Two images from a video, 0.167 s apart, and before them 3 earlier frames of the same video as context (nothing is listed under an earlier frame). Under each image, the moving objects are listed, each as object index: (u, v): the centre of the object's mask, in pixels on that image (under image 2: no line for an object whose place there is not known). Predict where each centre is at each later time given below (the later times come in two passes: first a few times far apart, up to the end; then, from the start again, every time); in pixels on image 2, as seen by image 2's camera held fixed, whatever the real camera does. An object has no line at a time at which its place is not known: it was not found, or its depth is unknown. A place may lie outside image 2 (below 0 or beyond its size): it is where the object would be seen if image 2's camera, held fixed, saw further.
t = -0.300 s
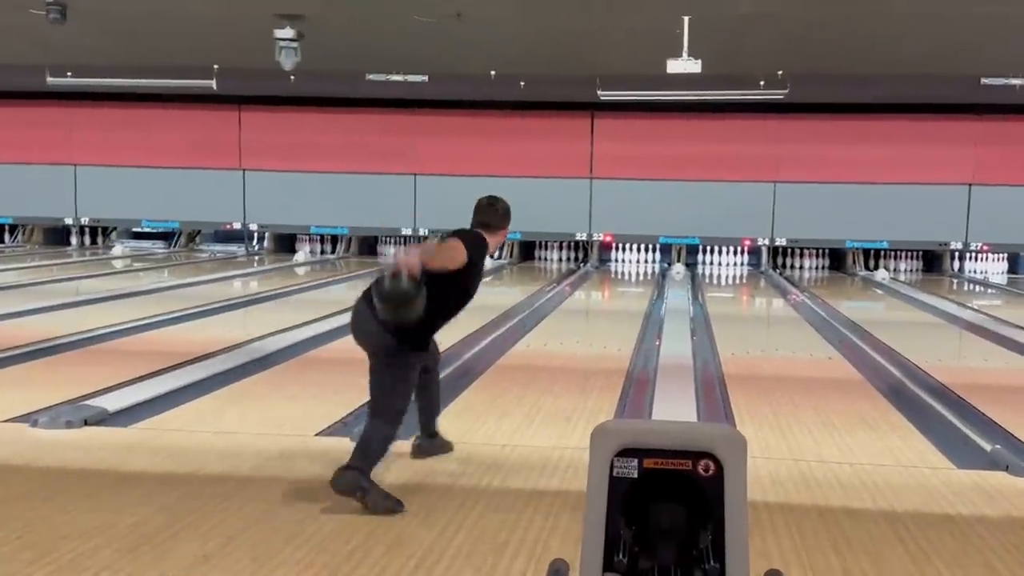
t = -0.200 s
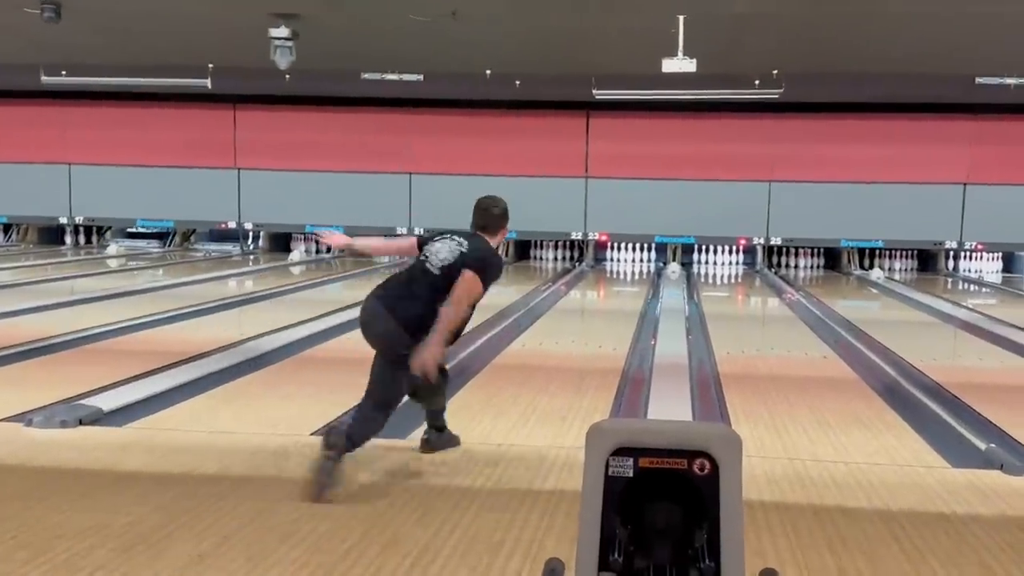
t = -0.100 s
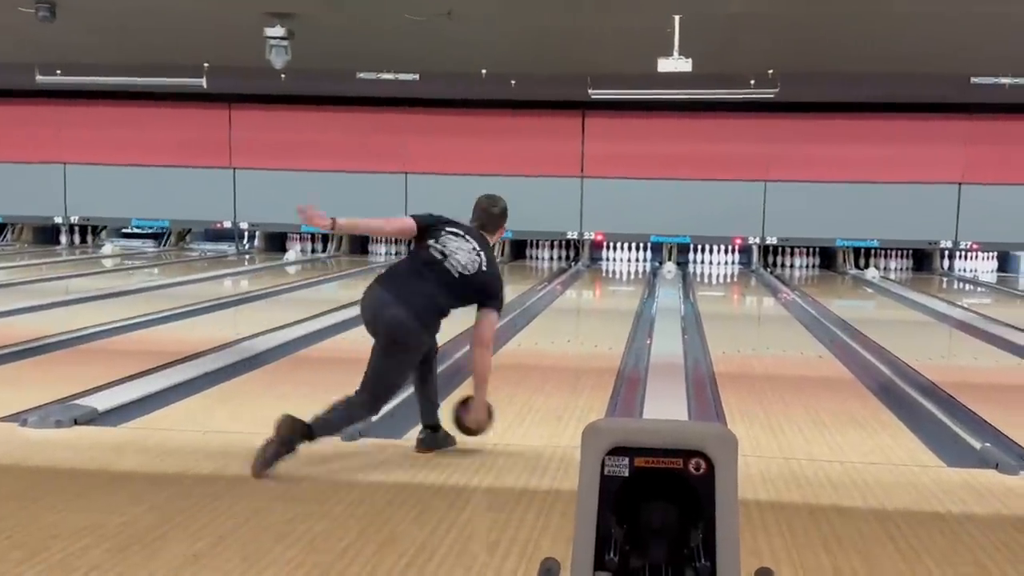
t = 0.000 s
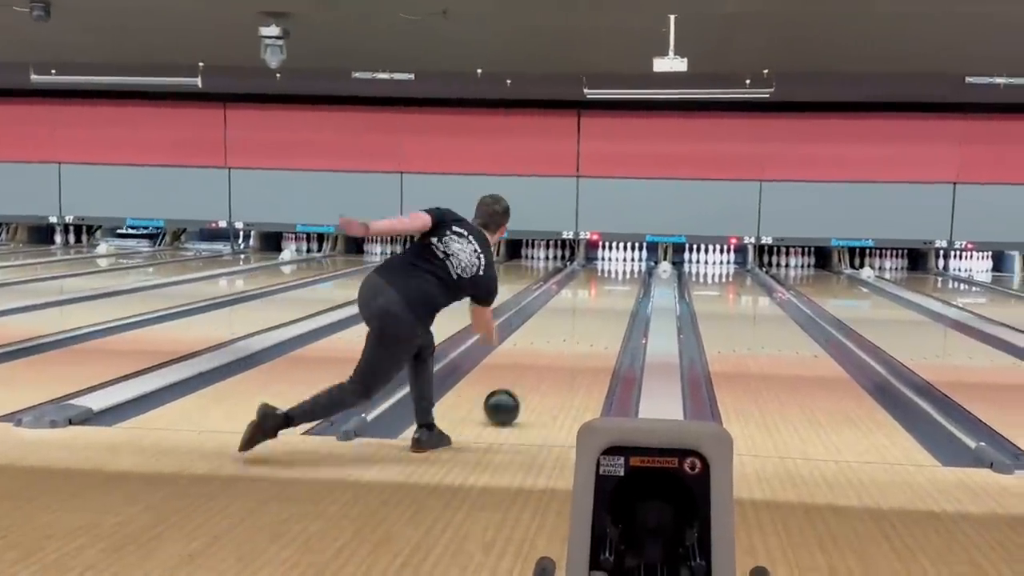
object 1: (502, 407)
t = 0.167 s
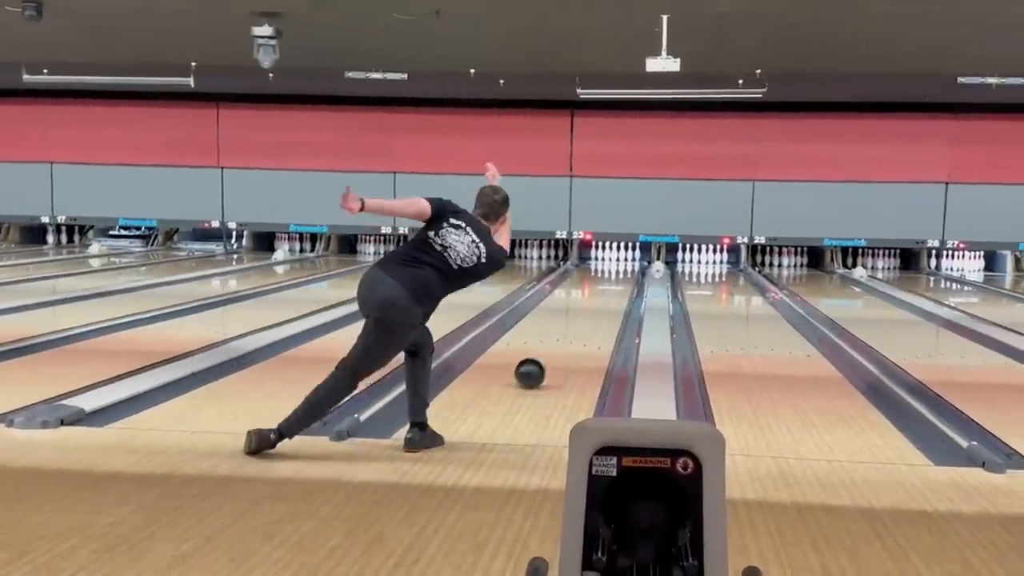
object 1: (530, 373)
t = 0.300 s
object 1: (550, 353)
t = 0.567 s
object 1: (577, 326)
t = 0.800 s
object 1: (592, 309)
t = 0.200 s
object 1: (535, 368)
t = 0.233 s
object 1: (541, 363)
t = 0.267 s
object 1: (545, 358)
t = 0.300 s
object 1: (550, 353)
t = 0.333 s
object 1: (554, 349)
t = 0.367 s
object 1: (558, 345)
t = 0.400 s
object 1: (562, 341)
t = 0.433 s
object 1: (565, 338)
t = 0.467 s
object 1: (569, 335)
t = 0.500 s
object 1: (572, 331)
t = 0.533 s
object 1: (575, 328)
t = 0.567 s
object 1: (577, 326)
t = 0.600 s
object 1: (580, 323)
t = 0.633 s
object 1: (582, 320)
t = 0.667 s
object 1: (584, 318)
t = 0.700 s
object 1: (587, 316)
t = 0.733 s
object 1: (588, 313)
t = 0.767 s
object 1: (590, 311)
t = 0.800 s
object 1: (592, 309)
